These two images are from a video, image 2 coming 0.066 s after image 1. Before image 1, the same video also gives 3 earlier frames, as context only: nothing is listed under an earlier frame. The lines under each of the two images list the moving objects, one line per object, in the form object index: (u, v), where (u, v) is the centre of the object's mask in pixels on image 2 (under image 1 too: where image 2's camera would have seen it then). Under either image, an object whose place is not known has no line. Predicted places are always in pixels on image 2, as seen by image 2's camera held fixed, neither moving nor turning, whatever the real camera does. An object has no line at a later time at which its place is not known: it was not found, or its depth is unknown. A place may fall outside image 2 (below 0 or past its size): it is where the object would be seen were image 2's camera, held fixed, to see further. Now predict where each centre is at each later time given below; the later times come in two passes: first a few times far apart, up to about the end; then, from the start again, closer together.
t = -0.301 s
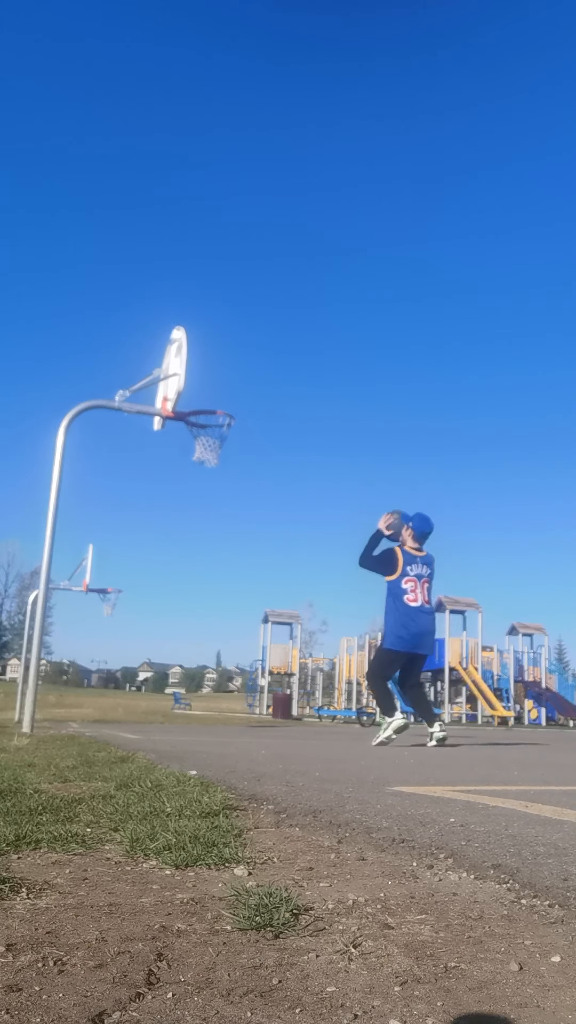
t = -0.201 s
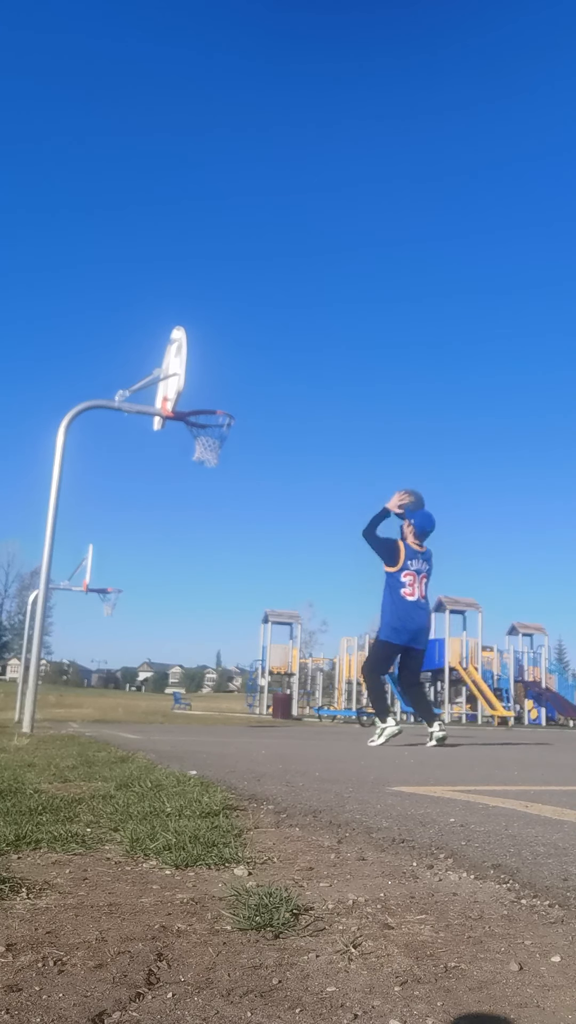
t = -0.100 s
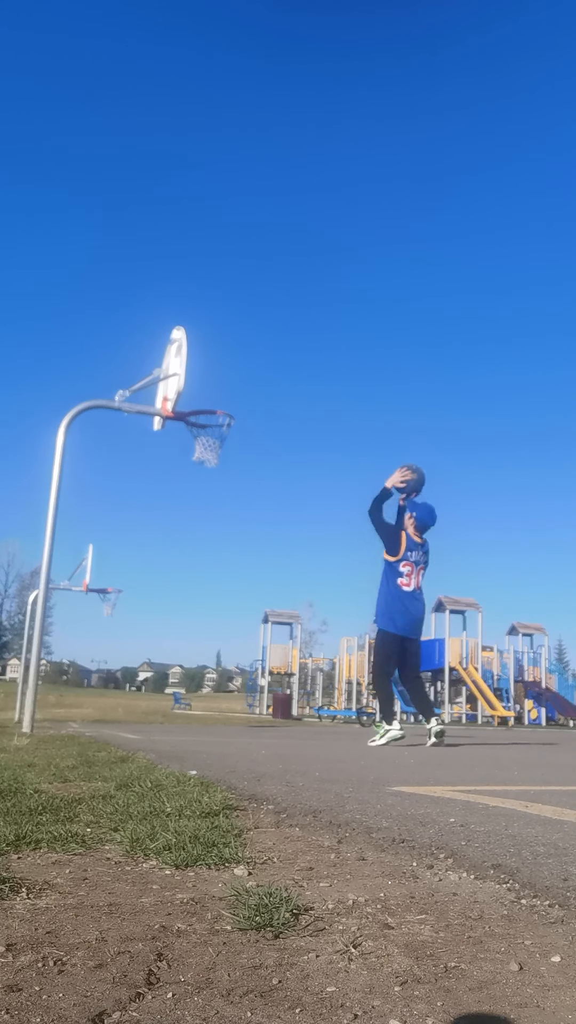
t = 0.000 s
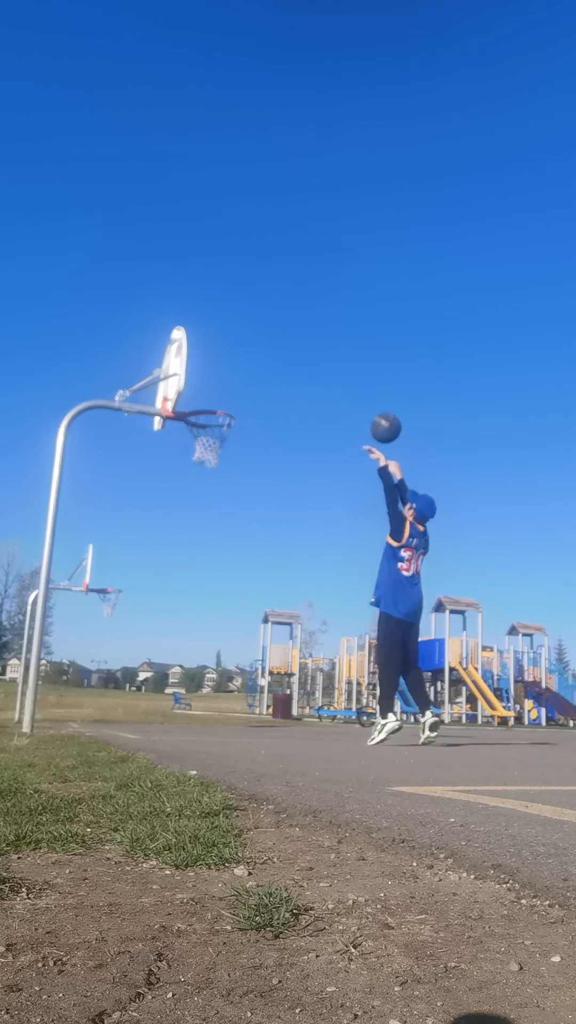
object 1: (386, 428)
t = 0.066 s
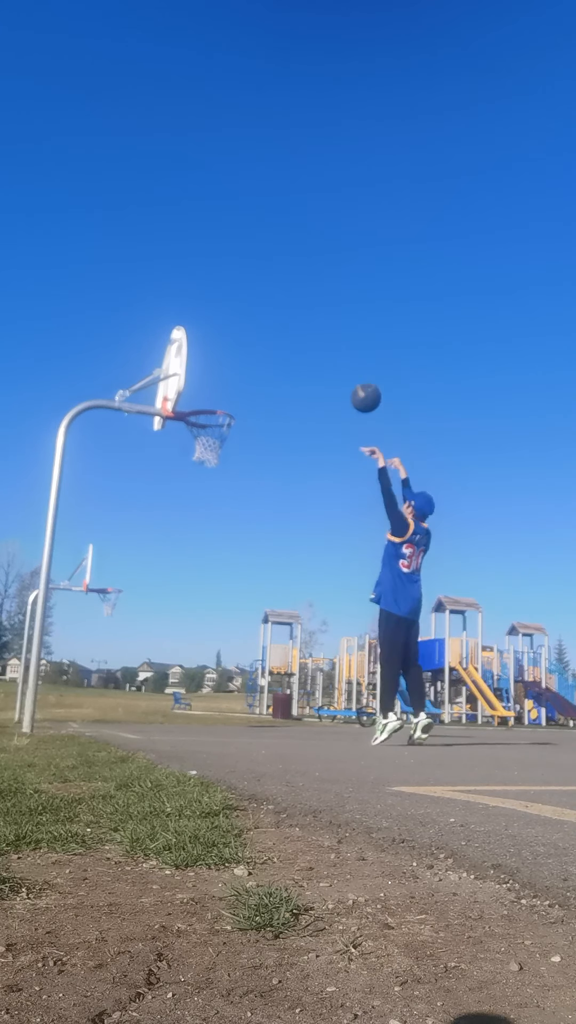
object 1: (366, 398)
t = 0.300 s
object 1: (303, 342)
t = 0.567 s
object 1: (240, 352)
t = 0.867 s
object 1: (199, 392)
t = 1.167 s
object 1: (231, 375)
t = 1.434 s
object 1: (253, 428)
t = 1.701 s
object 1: (272, 544)
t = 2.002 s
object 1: (288, 706)
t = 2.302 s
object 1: (305, 587)
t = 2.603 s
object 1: (316, 561)
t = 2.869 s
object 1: (323, 606)
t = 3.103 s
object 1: (327, 697)
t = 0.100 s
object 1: (356, 386)
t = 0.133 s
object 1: (347, 375)
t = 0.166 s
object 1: (338, 365)
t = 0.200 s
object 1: (329, 357)
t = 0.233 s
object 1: (320, 351)
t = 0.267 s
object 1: (312, 346)
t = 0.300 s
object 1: (303, 342)
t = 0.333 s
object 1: (295, 339)
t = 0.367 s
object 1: (287, 337)
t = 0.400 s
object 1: (279, 337)
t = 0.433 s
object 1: (271, 338)
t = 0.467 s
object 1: (263, 340)
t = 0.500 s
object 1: (255, 342)
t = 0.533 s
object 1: (248, 347)
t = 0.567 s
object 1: (240, 352)
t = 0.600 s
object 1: (233, 358)
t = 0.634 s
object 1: (225, 365)
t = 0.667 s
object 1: (217, 373)
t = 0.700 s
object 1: (210, 381)
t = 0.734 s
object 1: (202, 390)
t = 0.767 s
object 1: (195, 400)
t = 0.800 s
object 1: (190, 406)
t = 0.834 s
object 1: (194, 400)
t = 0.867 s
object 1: (199, 392)
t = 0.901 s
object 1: (203, 386)
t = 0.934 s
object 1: (207, 381)
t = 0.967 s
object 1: (210, 377)
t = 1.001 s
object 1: (214, 374)
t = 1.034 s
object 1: (218, 372)
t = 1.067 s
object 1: (221, 371)
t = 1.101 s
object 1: (224, 371)
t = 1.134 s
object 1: (228, 373)
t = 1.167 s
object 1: (231, 375)
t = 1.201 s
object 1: (234, 378)
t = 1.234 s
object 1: (237, 382)
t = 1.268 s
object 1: (240, 387)
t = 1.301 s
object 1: (243, 394)
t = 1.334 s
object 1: (245, 401)
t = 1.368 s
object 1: (248, 409)
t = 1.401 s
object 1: (250, 418)
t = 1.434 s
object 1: (253, 428)
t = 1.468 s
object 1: (256, 438)
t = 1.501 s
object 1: (258, 451)
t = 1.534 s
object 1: (260, 464)
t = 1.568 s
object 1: (263, 478)
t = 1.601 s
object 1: (265, 493)
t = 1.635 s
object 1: (267, 509)
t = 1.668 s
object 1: (270, 526)
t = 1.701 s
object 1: (272, 544)
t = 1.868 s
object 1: (282, 652)
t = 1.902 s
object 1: (283, 678)
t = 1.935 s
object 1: (284, 705)
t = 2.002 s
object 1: (288, 706)
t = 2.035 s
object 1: (292, 687)
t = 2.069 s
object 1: (293, 670)
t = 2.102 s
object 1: (295, 654)
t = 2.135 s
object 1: (297, 640)
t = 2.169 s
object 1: (299, 627)
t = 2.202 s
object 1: (300, 615)
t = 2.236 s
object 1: (302, 605)
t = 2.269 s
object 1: (303, 596)
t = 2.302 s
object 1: (305, 587)
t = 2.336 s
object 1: (306, 580)
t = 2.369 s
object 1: (308, 574)
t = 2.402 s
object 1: (309, 569)
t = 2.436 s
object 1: (310, 565)
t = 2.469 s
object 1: (312, 562)
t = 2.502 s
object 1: (313, 561)
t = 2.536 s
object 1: (314, 560)
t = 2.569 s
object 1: (315, 560)
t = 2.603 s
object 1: (316, 561)
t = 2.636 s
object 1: (317, 563)
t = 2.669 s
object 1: (318, 566)
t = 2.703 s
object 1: (319, 570)
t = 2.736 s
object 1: (320, 575)
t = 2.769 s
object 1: (321, 581)
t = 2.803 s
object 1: (322, 589)
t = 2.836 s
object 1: (322, 596)
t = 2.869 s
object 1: (323, 606)
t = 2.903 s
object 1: (324, 616)
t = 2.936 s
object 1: (324, 627)
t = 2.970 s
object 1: (325, 639)
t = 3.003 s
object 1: (325, 652)
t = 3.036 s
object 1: (326, 666)
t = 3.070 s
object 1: (326, 681)
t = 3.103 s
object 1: (327, 697)
